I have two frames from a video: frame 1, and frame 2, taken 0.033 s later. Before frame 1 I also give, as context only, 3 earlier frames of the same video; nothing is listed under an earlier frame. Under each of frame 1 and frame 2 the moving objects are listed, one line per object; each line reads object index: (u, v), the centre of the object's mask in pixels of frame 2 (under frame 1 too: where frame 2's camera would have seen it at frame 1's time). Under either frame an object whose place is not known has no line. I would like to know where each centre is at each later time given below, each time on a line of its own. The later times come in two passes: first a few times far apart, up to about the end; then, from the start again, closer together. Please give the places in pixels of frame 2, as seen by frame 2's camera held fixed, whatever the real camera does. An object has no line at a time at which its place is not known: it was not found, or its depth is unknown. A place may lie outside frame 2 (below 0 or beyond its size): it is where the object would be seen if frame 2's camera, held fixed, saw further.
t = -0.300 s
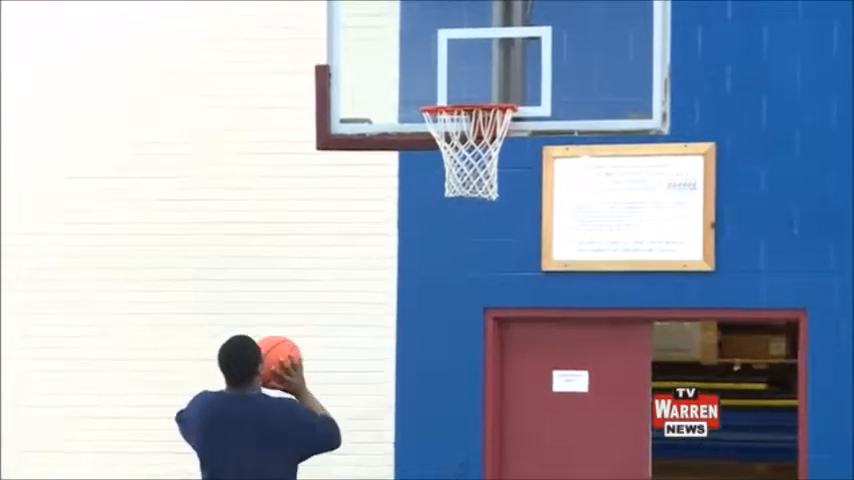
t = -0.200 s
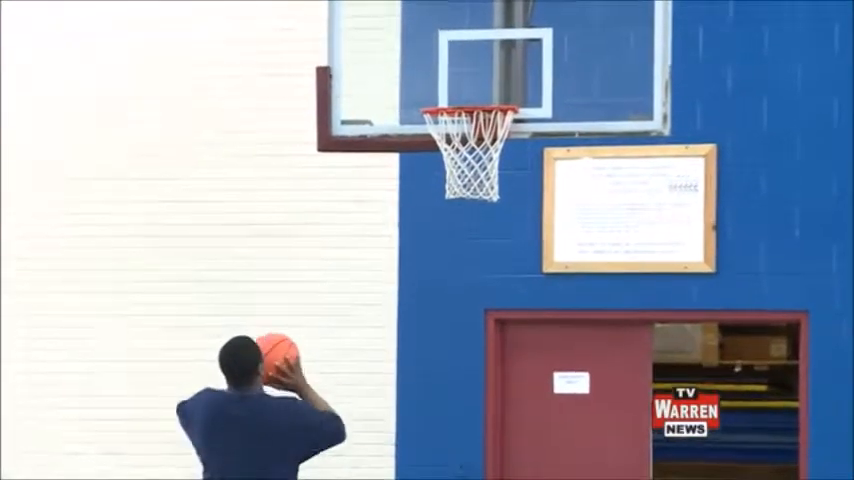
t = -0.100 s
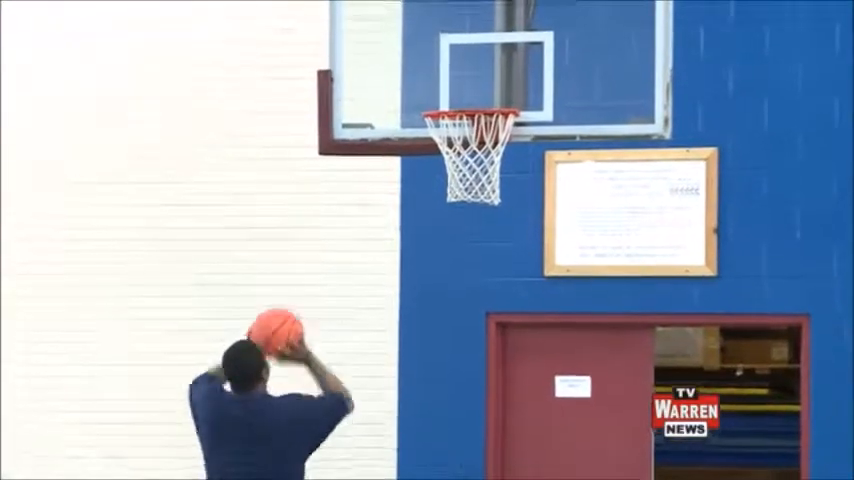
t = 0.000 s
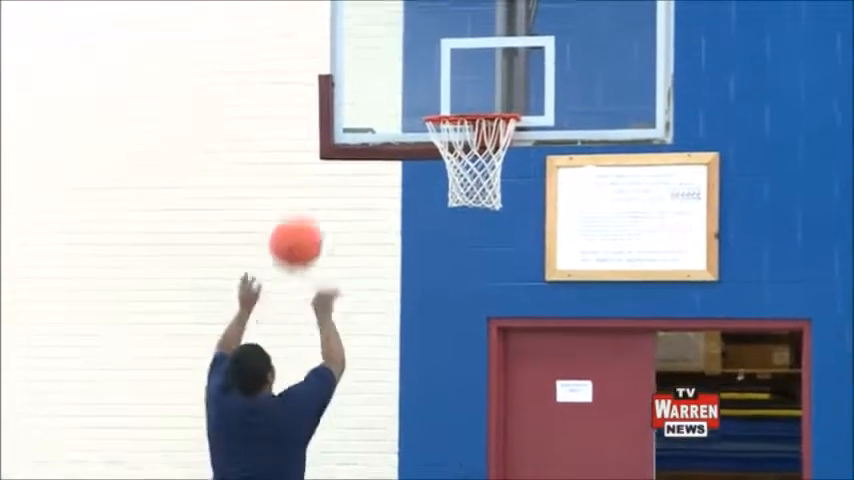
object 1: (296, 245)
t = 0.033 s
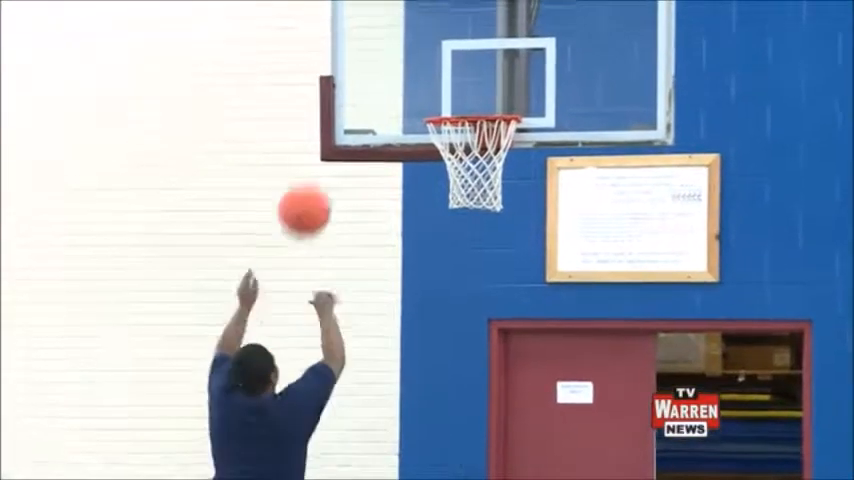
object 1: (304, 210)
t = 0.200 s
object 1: (341, 78)
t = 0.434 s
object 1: (389, 3)
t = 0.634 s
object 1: (428, 11)
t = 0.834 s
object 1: (463, 100)
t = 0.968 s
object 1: (479, 174)
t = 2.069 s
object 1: (471, 404)
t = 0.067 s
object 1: (312, 179)
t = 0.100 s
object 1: (318, 150)
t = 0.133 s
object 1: (326, 122)
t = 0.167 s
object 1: (333, 99)
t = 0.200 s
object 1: (341, 78)
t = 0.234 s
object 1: (348, 59)
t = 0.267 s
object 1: (355, 43)
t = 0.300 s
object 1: (361, 28)
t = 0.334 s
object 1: (369, 16)
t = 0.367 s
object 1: (375, 9)
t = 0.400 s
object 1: (382, 5)
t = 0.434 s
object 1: (389, 3)
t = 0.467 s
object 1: (395, 1)
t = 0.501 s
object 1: (401, 0)
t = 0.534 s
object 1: (408, 2)
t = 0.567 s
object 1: (414, 3)
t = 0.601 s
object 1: (421, 6)
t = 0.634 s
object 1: (428, 11)
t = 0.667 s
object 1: (434, 22)
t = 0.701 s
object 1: (439, 34)
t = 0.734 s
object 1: (445, 49)
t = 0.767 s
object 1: (451, 66)
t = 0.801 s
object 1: (457, 86)
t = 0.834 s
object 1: (463, 100)
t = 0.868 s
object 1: (473, 122)
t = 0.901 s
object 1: (474, 148)
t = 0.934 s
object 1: (479, 168)
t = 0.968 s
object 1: (479, 174)
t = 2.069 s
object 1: (471, 404)
